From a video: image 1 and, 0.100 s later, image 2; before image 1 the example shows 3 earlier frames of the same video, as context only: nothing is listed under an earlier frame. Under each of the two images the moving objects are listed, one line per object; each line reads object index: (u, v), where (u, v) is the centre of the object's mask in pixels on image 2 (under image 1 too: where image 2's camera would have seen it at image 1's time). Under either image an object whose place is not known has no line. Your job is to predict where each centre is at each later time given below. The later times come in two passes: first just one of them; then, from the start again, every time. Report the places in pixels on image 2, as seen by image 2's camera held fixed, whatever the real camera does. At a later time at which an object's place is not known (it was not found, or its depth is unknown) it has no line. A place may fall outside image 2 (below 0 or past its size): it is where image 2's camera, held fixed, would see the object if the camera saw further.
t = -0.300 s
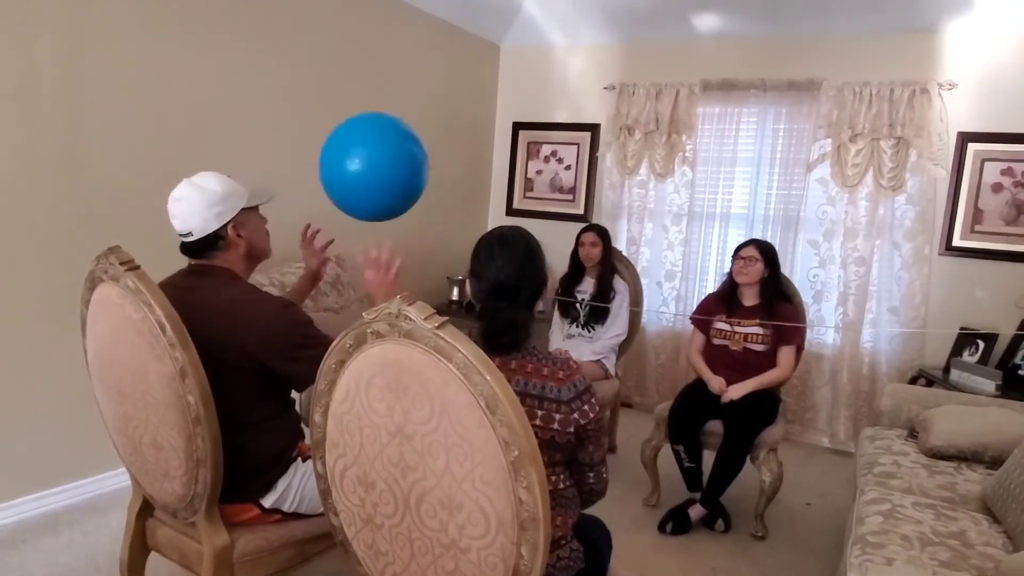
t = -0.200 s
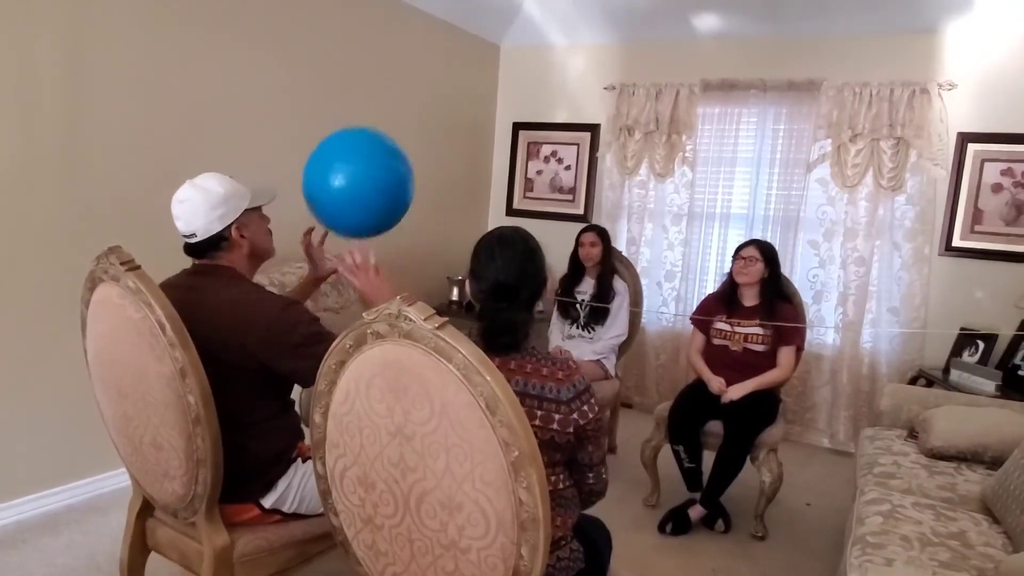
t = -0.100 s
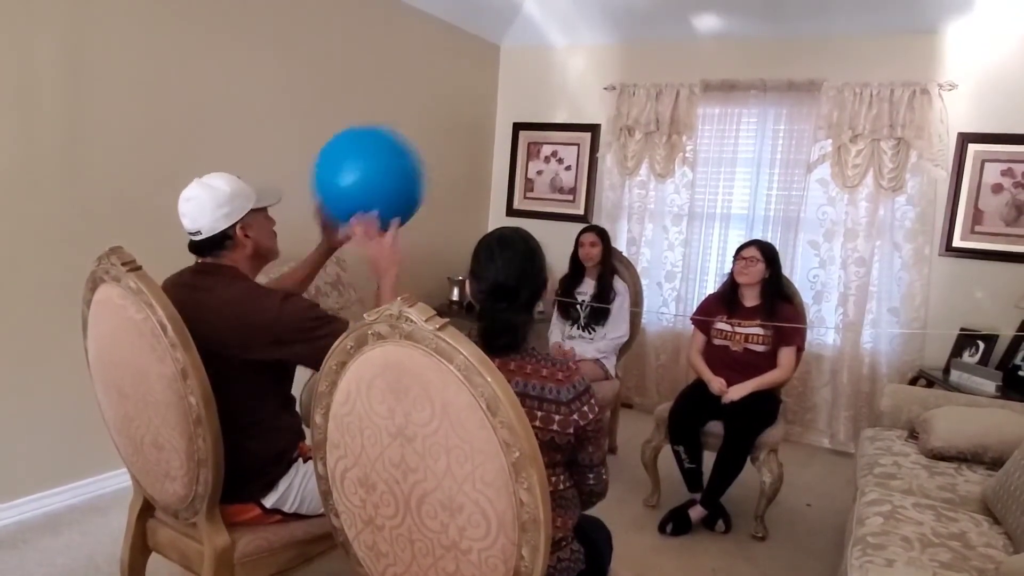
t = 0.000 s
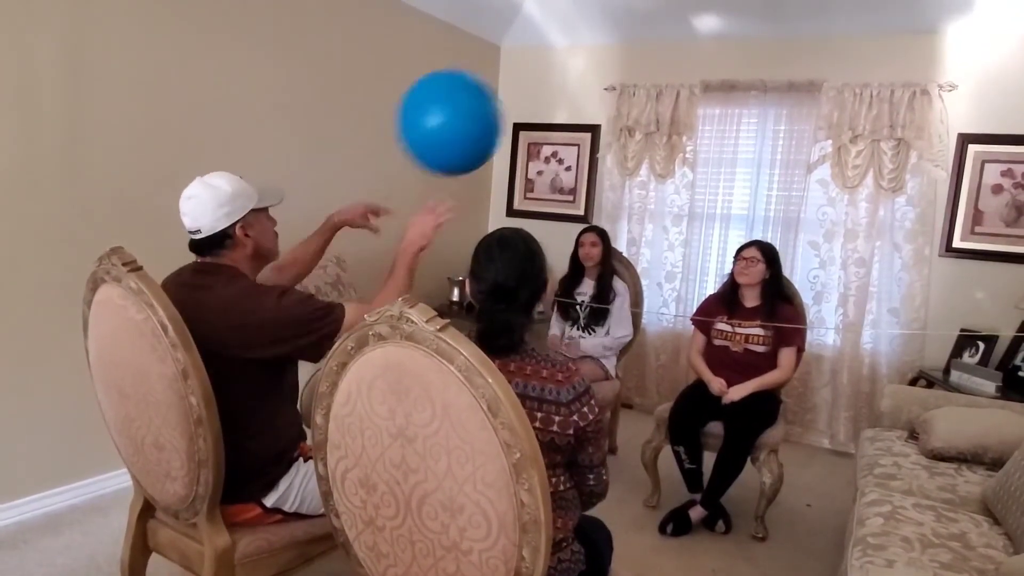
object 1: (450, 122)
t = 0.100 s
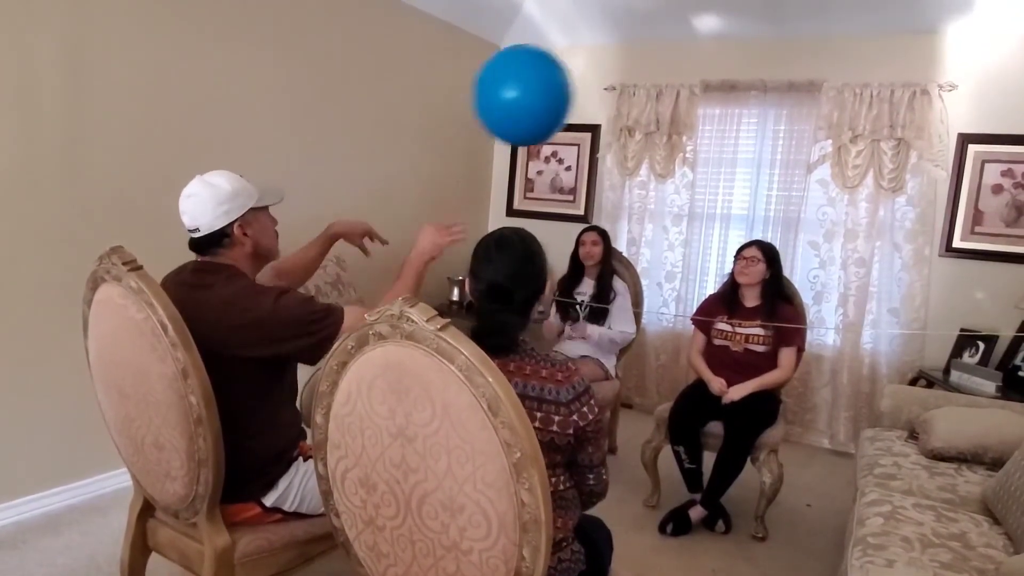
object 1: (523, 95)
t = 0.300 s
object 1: (640, 124)
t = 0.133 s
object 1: (545, 93)
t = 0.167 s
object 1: (566, 93)
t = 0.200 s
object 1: (587, 97)
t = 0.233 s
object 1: (605, 104)
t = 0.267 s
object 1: (623, 113)
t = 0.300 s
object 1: (640, 124)
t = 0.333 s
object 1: (655, 137)
